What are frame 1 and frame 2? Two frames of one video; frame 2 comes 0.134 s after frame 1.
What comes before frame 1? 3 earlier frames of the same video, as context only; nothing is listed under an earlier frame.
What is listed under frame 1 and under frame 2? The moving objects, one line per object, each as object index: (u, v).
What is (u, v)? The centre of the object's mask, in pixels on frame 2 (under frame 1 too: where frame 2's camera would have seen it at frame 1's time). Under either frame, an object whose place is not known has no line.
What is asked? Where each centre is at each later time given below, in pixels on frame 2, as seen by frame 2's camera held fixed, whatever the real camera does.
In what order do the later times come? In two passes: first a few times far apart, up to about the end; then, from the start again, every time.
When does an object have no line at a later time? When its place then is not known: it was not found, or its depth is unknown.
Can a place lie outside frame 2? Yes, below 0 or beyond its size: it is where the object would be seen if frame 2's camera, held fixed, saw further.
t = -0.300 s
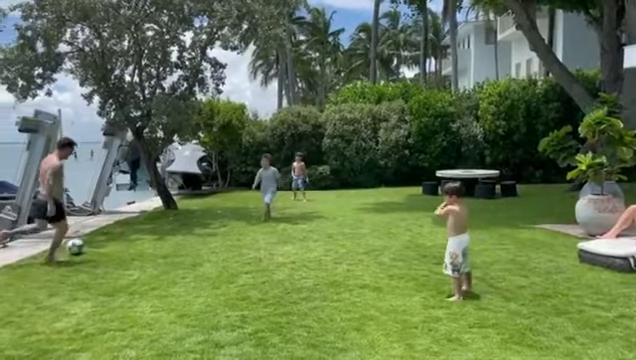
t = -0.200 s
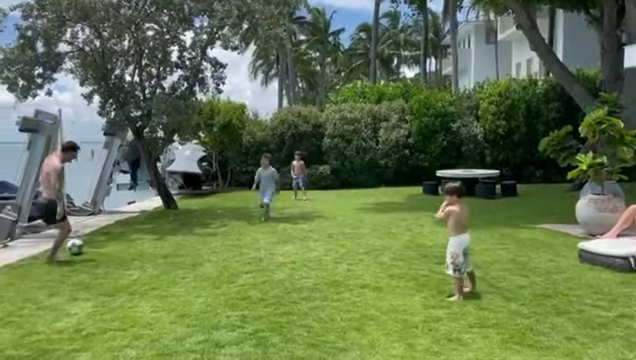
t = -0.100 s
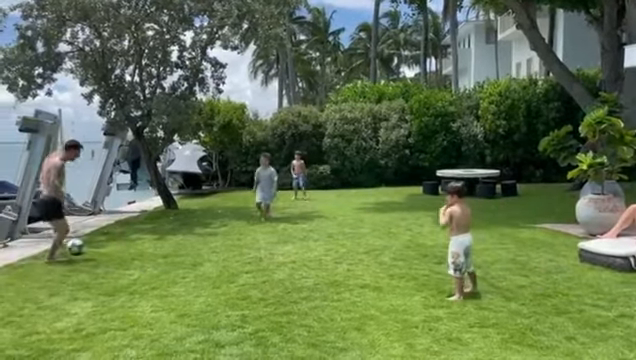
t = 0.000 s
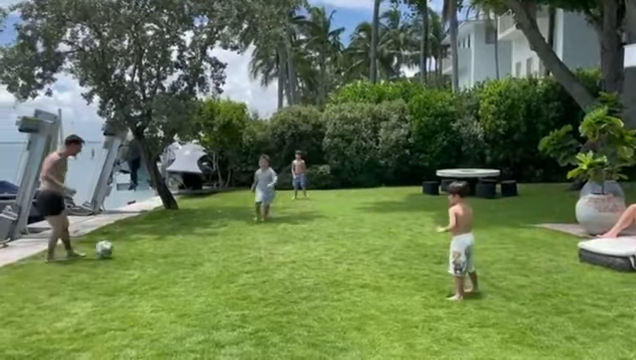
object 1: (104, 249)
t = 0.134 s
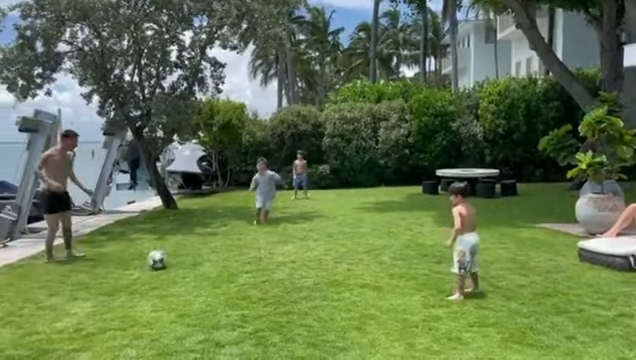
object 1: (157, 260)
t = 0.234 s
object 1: (196, 266)
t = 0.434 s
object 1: (275, 277)
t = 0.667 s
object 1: (362, 292)
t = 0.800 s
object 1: (408, 300)
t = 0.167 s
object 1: (170, 262)
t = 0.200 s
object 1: (183, 263)
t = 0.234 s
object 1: (196, 266)
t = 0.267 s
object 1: (210, 268)
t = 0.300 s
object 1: (224, 271)
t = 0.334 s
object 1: (236, 272)
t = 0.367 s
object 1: (249, 274)
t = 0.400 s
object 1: (262, 275)
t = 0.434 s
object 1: (275, 277)
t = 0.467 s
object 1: (288, 280)
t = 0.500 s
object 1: (302, 283)
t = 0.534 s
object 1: (315, 285)
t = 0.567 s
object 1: (326, 287)
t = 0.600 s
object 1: (338, 288)
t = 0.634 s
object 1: (350, 290)
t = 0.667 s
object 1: (362, 292)
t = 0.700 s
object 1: (373, 294)
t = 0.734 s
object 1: (385, 296)
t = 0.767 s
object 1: (397, 298)
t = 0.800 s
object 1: (408, 300)
